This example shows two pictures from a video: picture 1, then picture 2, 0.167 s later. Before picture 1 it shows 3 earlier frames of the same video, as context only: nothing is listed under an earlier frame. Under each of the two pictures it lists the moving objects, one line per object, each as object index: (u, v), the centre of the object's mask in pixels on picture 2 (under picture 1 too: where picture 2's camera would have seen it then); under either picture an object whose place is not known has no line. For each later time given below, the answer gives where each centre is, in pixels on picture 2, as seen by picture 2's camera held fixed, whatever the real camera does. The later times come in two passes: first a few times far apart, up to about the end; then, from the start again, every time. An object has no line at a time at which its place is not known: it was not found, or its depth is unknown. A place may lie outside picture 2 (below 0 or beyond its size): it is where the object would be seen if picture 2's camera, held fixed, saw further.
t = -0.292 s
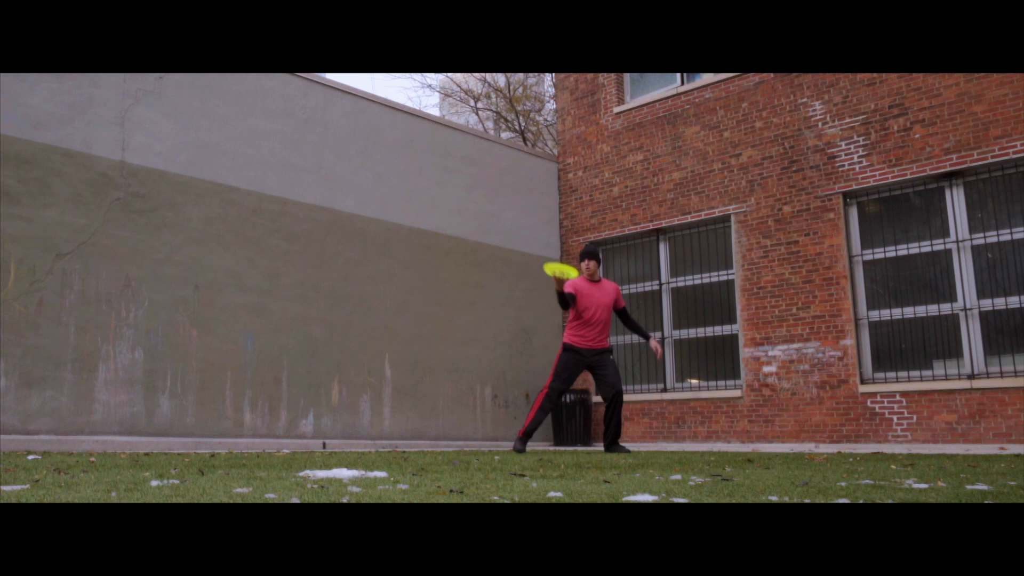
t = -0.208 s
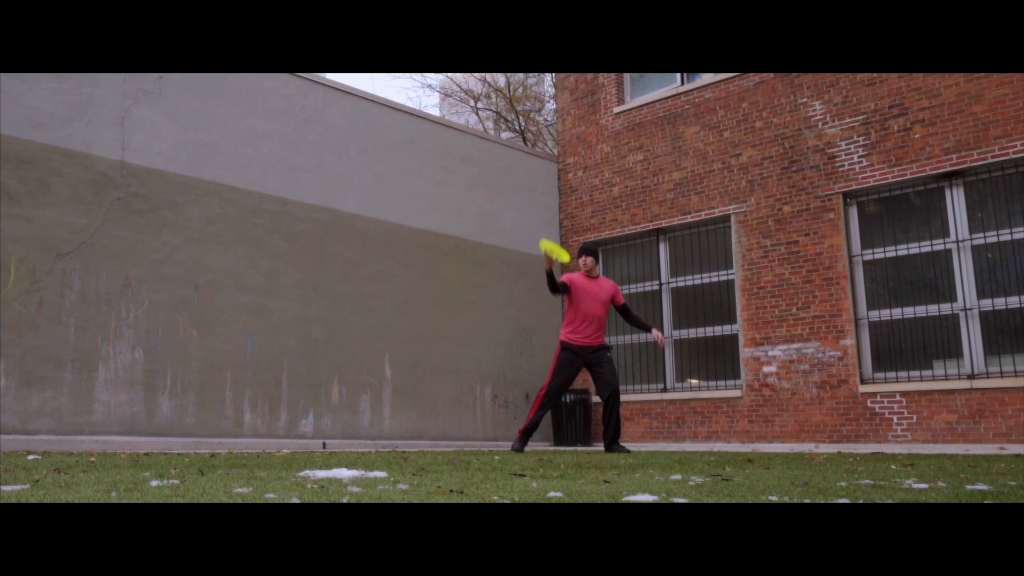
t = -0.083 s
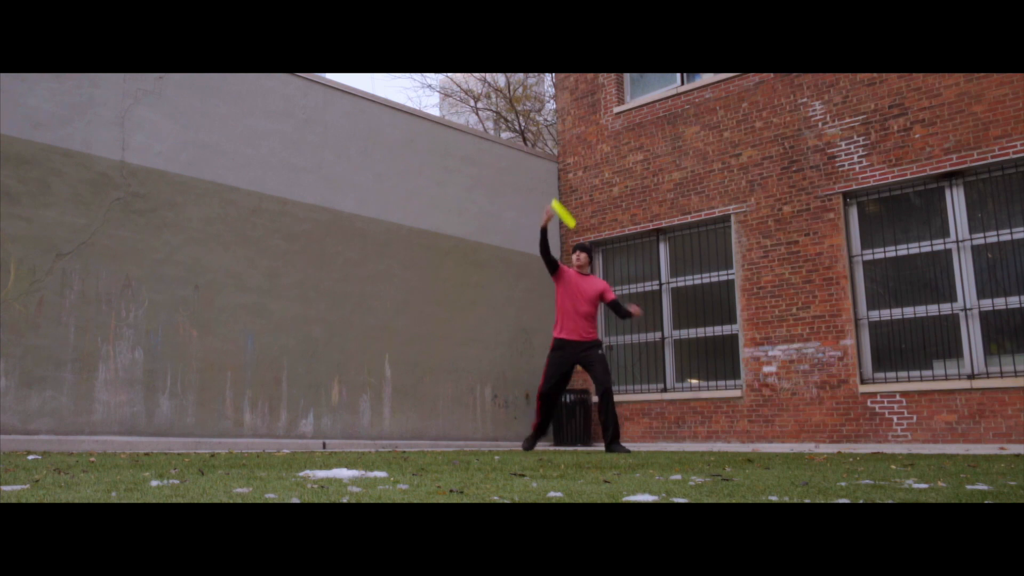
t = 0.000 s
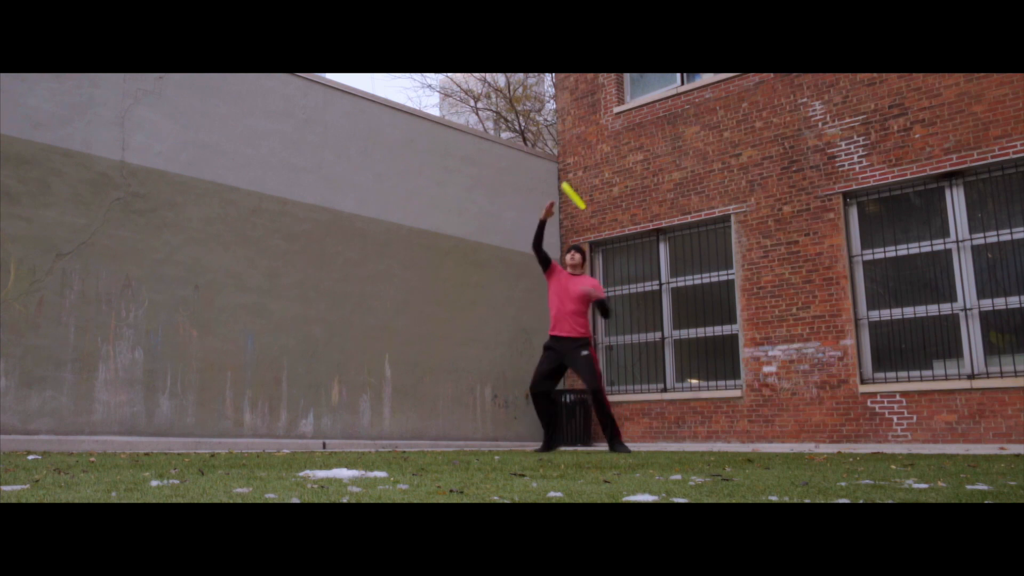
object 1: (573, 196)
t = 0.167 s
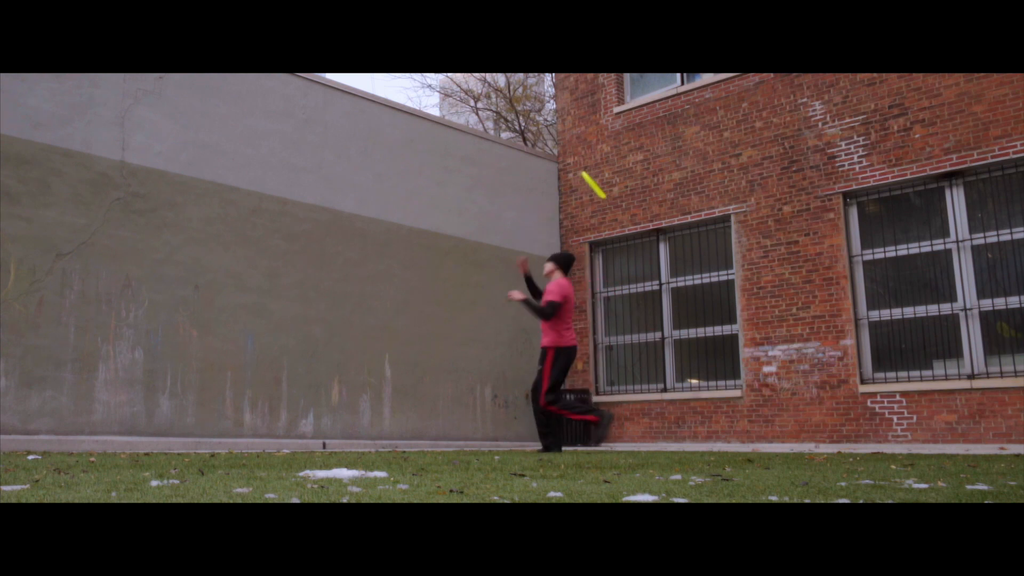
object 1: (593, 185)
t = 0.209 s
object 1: (599, 187)
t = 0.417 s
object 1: (628, 226)
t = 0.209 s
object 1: (599, 187)
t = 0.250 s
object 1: (604, 191)
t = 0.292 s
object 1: (610, 197)
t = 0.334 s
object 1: (616, 205)
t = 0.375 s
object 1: (622, 215)
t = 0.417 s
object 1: (628, 226)
